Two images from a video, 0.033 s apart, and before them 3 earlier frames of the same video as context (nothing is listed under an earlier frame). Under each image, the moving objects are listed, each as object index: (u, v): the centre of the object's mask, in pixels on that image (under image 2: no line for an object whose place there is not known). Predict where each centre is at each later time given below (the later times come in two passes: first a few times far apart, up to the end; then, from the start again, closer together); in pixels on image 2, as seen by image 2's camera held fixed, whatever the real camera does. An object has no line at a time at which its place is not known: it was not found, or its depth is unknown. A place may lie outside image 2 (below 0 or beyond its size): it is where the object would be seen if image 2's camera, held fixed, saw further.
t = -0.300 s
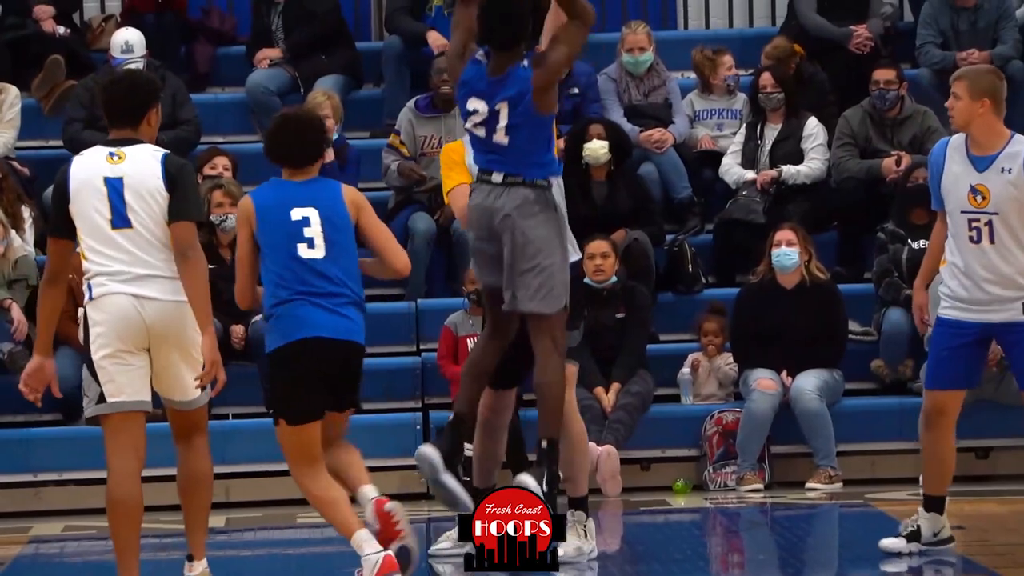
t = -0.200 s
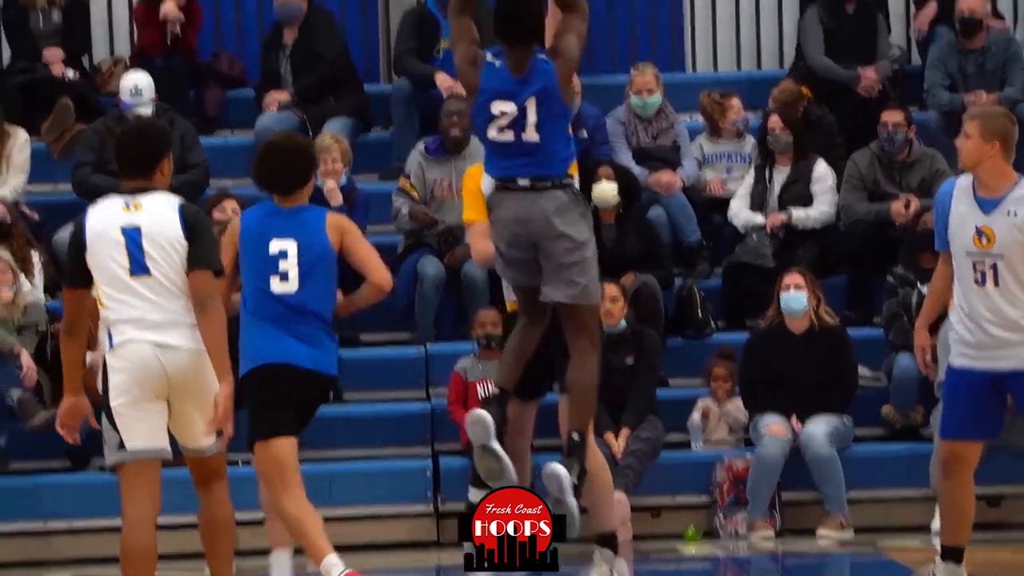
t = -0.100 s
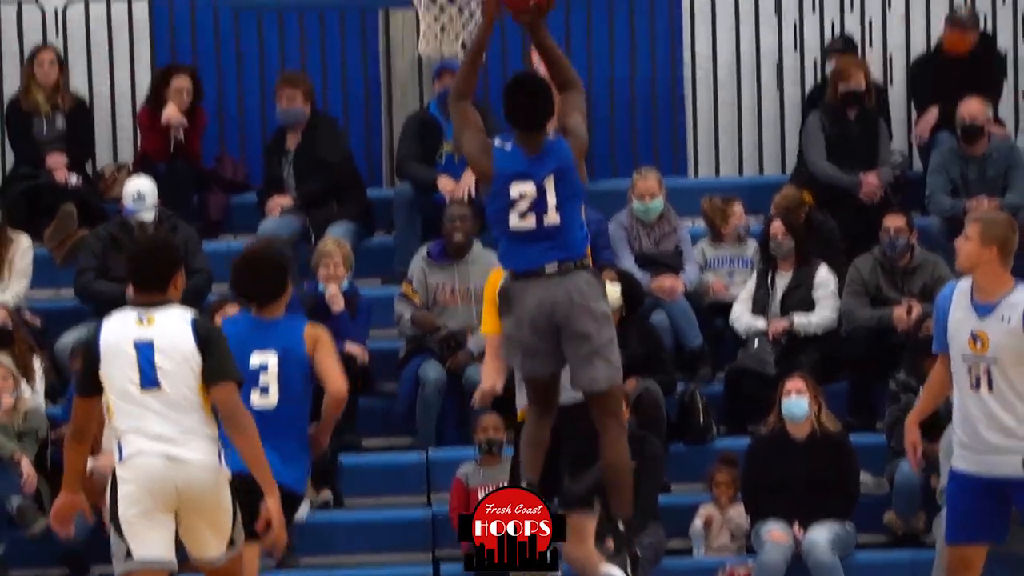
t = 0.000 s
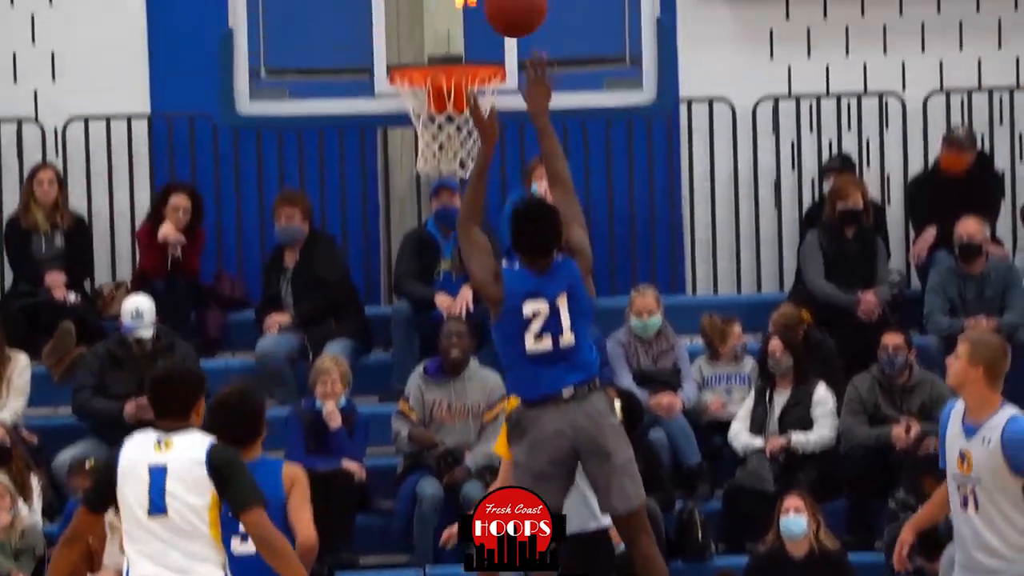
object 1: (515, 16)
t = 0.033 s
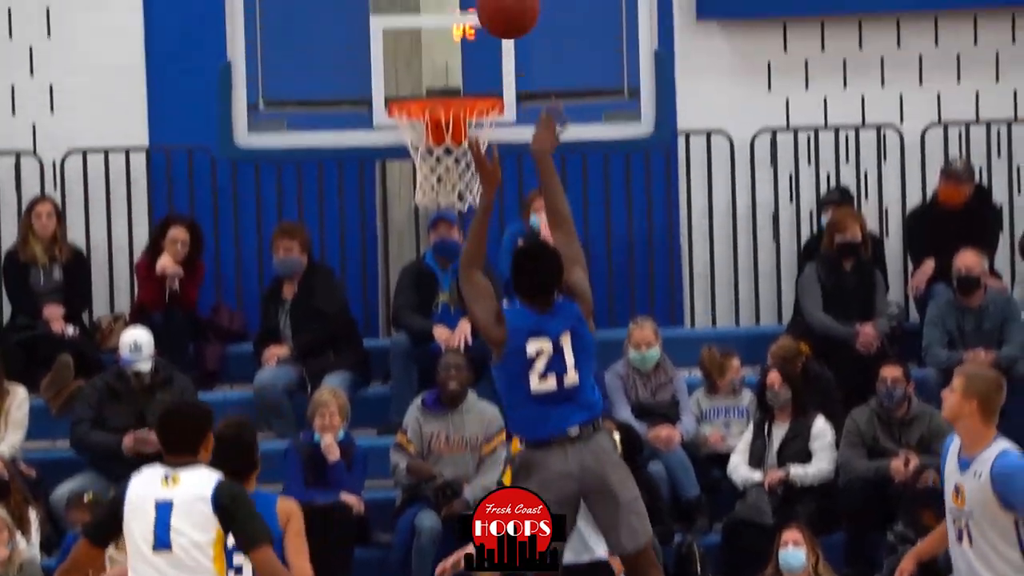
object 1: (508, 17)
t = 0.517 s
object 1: (444, -99)
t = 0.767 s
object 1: (424, 69)
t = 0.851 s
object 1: (439, 138)
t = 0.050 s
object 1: (505, 1)
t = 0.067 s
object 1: (503, -13)
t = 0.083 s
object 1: (499, -25)
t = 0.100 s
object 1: (496, -38)
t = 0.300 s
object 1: (467, -128)
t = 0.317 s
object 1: (466, -130)
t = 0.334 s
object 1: (464, -132)
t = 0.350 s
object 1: (461, -132)
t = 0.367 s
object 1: (459, -132)
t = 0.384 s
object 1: (457, -131)
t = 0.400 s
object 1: (455, -130)
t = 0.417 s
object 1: (453, -127)
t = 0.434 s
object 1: (452, -124)
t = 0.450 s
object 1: (450, -121)
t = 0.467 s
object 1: (449, -116)
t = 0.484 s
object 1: (447, -112)
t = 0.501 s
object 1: (446, -106)
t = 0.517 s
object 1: (444, -99)
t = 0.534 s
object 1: (442, -92)
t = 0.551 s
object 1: (441, -86)
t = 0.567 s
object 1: (440, -78)
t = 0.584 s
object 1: (438, -69)
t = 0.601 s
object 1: (436, -59)
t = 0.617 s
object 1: (435, -50)
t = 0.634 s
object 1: (434, -39)
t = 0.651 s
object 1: (432, -27)
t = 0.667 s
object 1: (431, -16)
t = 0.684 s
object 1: (430, -3)
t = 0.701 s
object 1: (429, 10)
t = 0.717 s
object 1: (428, 24)
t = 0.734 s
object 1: (427, 39)
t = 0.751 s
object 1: (425, 53)
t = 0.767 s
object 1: (424, 69)
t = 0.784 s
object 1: (423, 80)
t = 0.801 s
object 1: (422, 98)
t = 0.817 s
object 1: (424, 116)
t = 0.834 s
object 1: (430, 128)
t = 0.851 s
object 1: (439, 138)
